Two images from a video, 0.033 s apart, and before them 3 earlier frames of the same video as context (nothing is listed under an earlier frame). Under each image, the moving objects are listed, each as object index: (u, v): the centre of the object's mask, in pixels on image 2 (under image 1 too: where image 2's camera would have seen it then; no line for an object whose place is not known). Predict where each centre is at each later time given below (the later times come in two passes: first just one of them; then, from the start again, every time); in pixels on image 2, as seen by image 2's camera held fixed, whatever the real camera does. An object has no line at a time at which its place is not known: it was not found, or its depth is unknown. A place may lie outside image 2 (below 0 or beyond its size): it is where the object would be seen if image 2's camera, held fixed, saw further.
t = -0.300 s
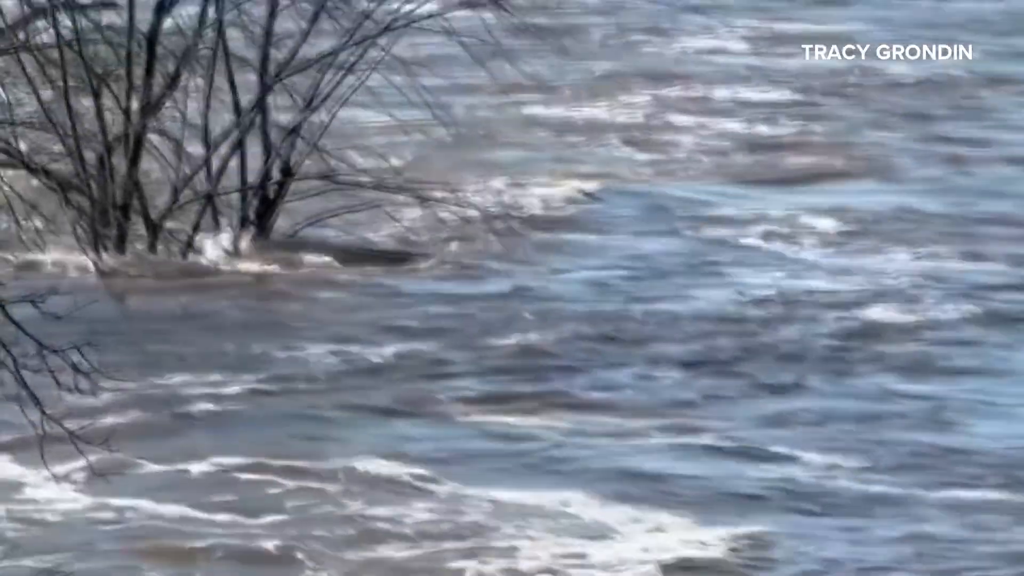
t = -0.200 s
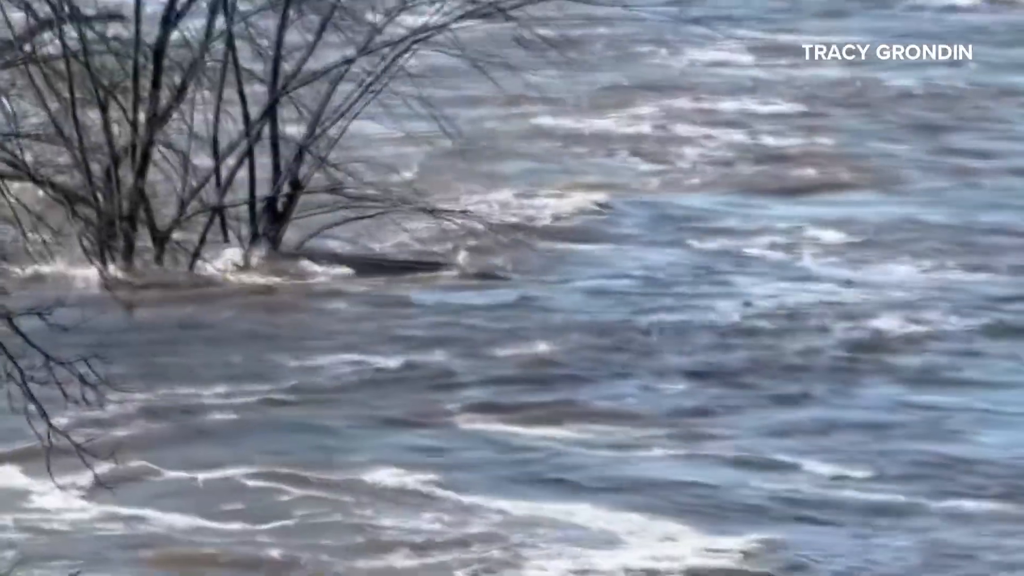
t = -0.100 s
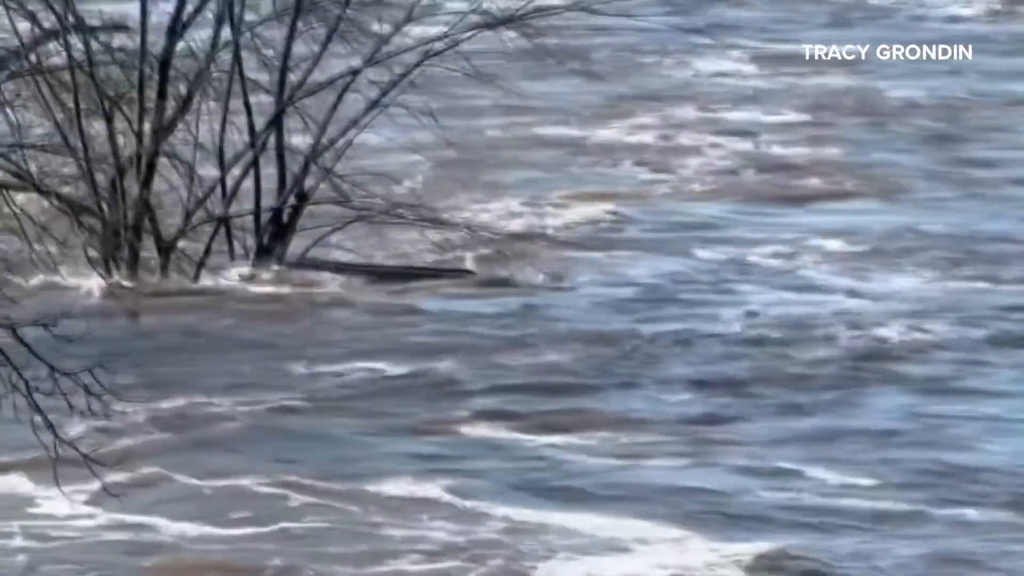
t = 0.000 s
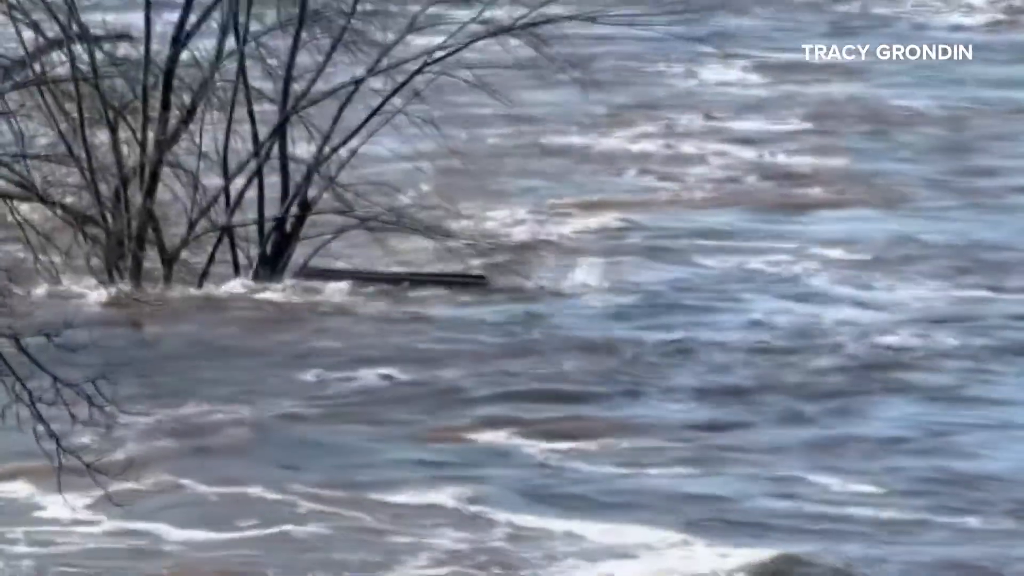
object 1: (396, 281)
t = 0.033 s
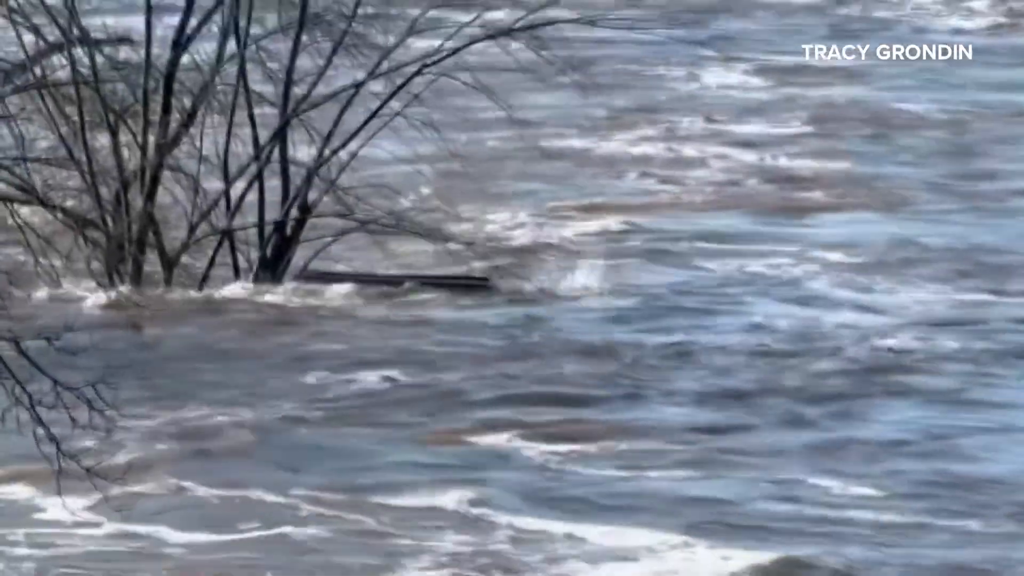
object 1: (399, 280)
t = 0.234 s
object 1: (424, 277)
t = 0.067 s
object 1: (409, 280)
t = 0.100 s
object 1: (412, 279)
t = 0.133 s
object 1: (416, 278)
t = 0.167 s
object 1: (419, 278)
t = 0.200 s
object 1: (422, 278)
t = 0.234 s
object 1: (424, 277)
